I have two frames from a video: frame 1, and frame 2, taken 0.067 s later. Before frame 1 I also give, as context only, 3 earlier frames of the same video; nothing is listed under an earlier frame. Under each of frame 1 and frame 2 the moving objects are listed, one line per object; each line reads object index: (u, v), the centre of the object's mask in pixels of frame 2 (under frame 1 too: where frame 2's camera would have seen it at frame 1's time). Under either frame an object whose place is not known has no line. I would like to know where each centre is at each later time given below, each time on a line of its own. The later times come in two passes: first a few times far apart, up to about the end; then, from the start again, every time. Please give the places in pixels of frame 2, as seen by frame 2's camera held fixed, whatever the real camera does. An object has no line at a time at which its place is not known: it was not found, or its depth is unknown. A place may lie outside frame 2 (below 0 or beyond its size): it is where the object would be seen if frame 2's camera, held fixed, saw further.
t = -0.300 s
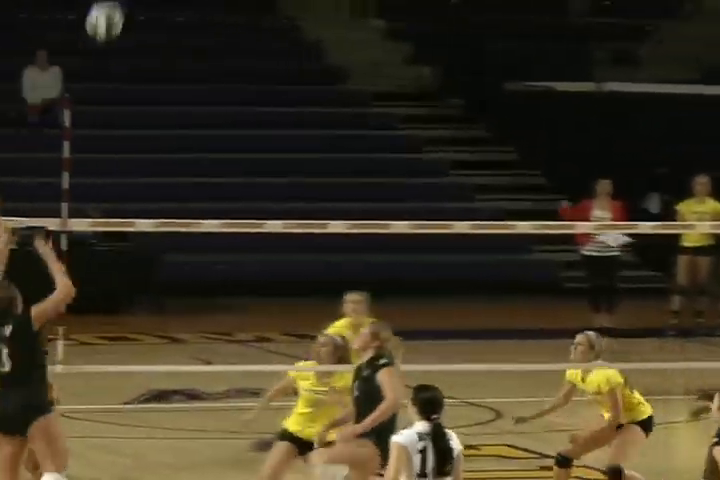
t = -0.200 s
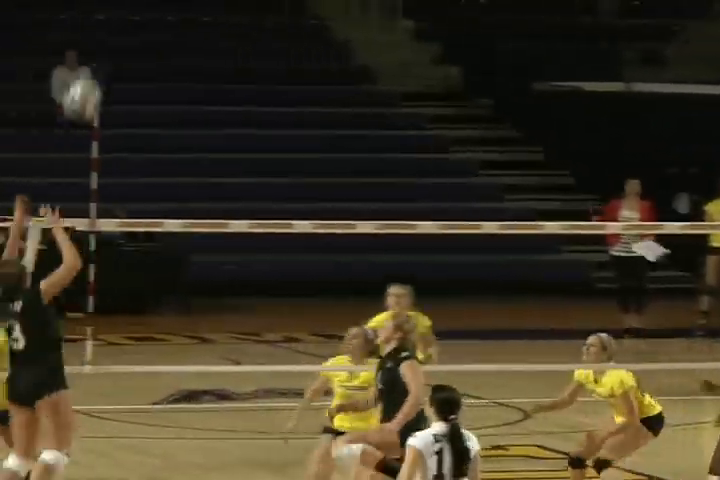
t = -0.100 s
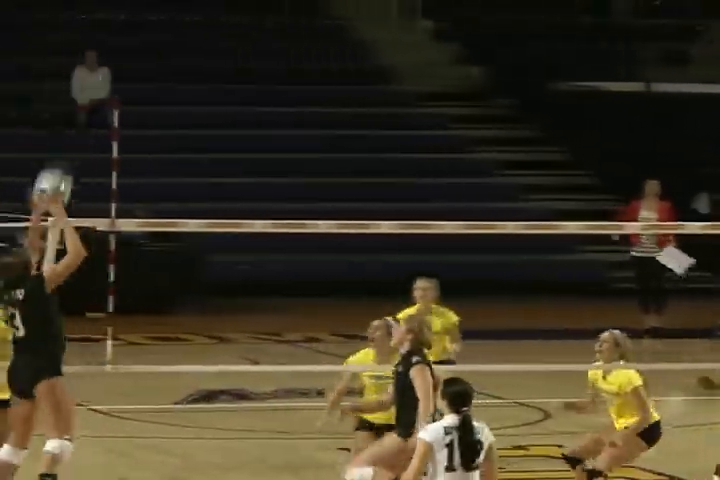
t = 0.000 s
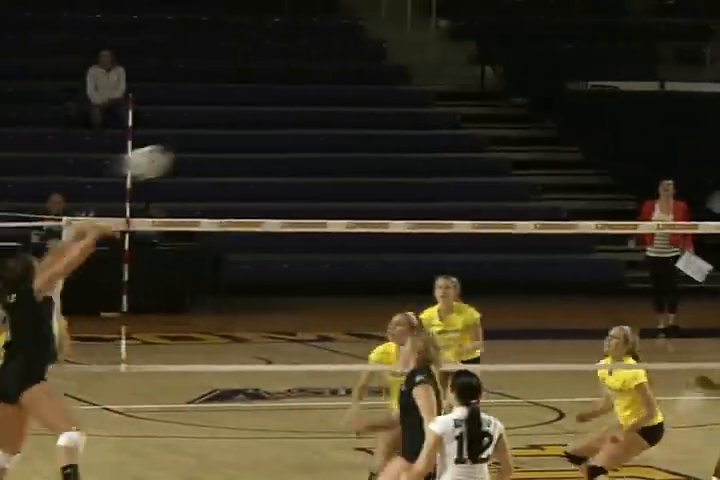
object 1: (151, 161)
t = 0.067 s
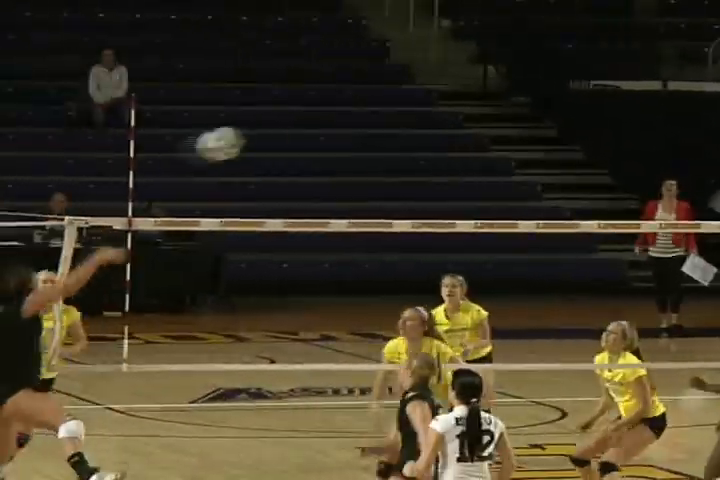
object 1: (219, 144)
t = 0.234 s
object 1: (389, 127)
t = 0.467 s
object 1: (599, 169)
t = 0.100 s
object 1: (254, 137)
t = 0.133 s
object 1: (289, 133)
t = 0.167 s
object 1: (322, 129)
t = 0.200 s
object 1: (356, 127)
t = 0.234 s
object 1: (389, 127)
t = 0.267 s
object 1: (420, 129)
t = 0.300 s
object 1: (451, 132)
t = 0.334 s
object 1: (481, 136)
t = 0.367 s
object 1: (512, 142)
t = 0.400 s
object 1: (541, 150)
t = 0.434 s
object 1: (570, 159)
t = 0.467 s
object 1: (599, 169)
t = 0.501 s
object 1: (627, 180)
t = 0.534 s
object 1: (655, 193)
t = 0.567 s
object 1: (681, 207)
